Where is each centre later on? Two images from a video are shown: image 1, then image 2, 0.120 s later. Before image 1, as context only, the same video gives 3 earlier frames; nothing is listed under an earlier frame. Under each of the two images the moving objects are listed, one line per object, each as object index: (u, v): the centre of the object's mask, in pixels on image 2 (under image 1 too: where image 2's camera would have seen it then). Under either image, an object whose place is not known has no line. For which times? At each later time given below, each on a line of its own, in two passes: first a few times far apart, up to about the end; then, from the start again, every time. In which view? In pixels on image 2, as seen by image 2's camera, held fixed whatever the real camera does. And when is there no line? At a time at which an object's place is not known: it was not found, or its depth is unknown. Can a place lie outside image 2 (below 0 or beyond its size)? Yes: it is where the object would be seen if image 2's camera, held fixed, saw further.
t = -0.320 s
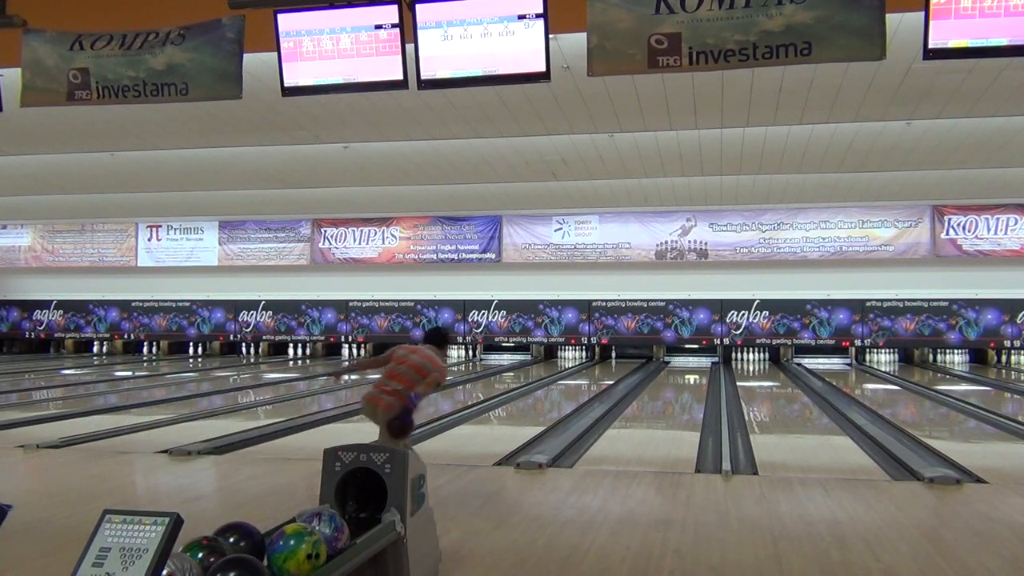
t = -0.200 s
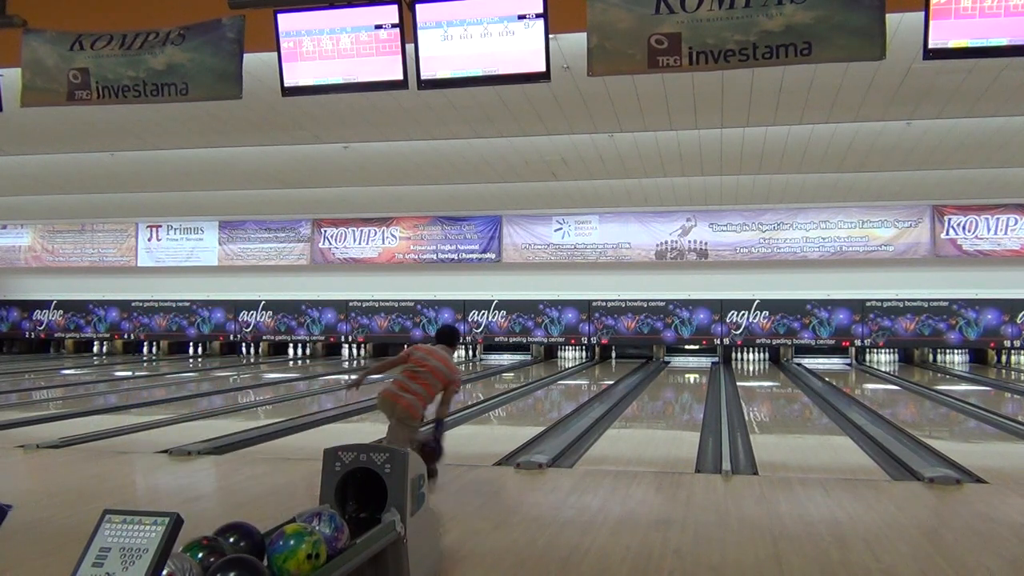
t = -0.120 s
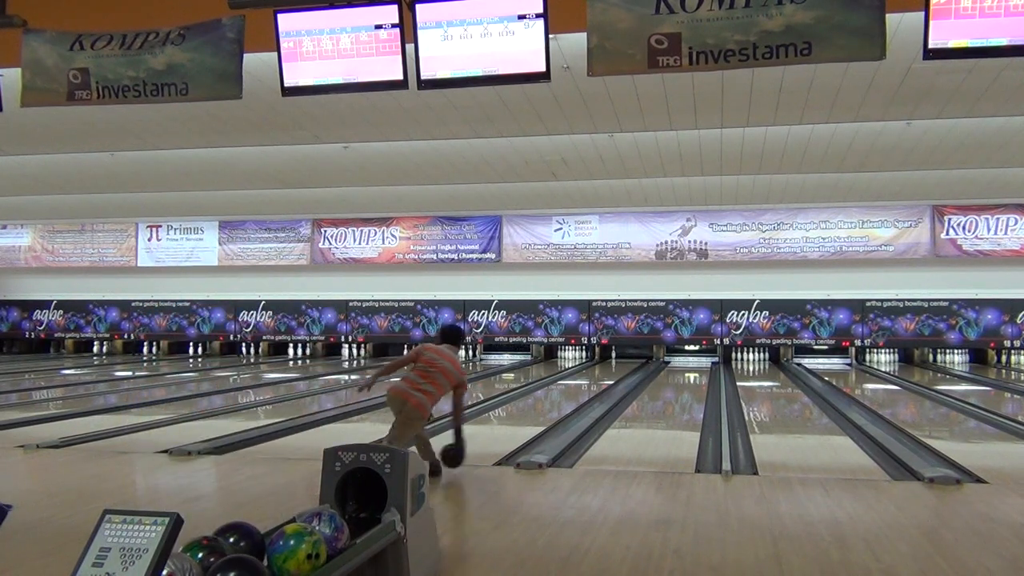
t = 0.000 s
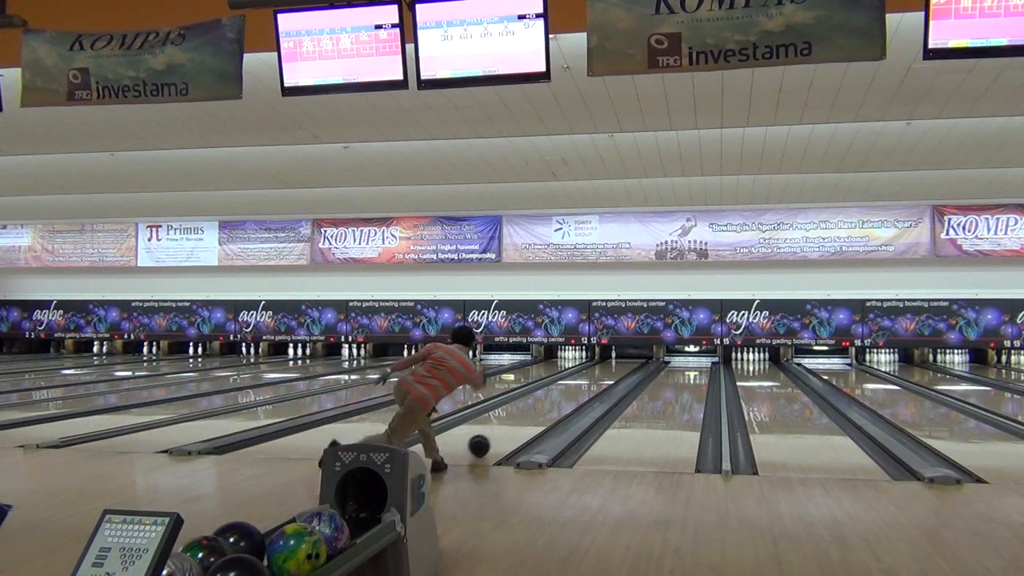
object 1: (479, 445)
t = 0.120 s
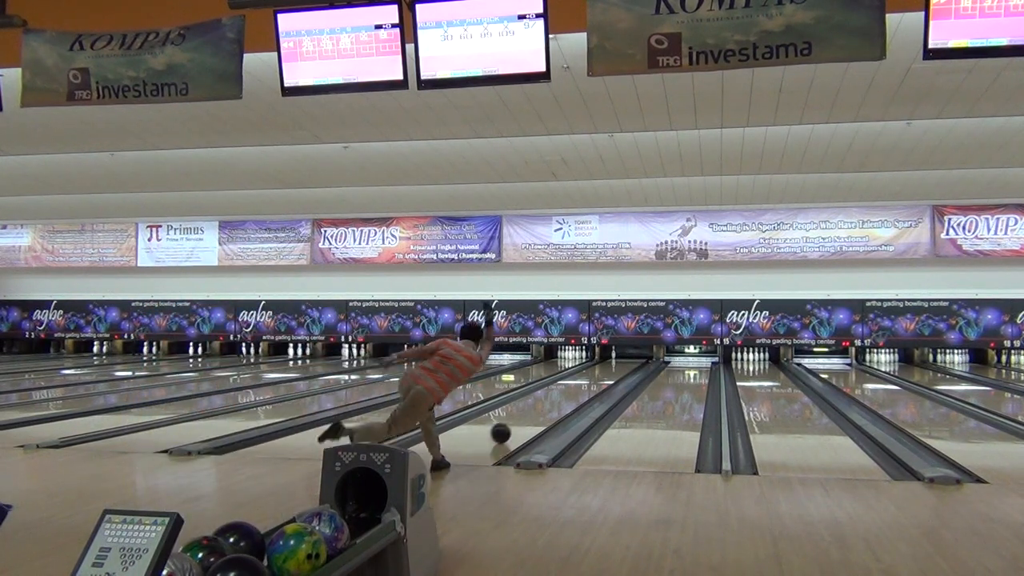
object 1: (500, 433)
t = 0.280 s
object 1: (523, 419)
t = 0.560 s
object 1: (552, 402)
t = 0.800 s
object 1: (569, 391)
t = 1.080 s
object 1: (584, 381)
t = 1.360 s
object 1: (595, 374)
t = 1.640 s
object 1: (603, 368)
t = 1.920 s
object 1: (609, 363)
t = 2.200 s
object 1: (612, 360)
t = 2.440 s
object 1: (612, 356)
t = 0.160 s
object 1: (507, 429)
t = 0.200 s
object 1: (513, 425)
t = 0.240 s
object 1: (518, 422)
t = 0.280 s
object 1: (523, 419)
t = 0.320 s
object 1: (528, 416)
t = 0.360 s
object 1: (533, 414)
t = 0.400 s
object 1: (537, 411)
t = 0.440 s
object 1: (541, 408)
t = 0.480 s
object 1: (545, 406)
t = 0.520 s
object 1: (549, 404)
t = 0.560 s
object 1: (552, 402)
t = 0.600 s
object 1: (555, 400)
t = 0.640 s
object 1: (558, 398)
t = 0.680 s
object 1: (561, 396)
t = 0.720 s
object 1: (564, 394)
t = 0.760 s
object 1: (566, 392)
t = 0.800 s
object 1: (569, 391)
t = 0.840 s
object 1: (571, 389)
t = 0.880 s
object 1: (574, 388)
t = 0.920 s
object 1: (576, 386)
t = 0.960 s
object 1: (578, 385)
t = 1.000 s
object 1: (580, 384)
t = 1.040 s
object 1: (582, 383)
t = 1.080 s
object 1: (584, 381)
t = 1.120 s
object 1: (586, 380)
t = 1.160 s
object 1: (587, 379)
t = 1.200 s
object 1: (589, 377)
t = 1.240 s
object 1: (591, 377)
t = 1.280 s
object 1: (592, 376)
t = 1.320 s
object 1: (594, 374)
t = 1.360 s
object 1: (595, 374)
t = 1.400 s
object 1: (596, 373)
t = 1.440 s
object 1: (598, 372)
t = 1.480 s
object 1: (599, 371)
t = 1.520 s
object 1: (600, 370)
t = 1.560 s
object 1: (601, 369)
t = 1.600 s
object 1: (602, 369)
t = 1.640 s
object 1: (603, 368)
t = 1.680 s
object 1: (603, 367)
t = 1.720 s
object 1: (605, 367)
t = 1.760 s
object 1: (606, 366)
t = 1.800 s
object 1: (605, 366)
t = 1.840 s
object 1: (610, 363)
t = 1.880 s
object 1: (612, 363)
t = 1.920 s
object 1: (609, 363)
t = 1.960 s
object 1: (609, 362)
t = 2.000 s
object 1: (611, 363)
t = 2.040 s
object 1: (610, 362)
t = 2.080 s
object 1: (610, 361)
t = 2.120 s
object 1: (611, 361)
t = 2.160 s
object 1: (611, 361)
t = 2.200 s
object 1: (612, 360)
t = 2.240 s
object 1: (612, 358)
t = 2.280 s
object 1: (612, 359)
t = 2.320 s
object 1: (612, 359)
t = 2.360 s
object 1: (613, 357)
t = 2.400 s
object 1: (612, 358)
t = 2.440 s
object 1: (612, 356)
